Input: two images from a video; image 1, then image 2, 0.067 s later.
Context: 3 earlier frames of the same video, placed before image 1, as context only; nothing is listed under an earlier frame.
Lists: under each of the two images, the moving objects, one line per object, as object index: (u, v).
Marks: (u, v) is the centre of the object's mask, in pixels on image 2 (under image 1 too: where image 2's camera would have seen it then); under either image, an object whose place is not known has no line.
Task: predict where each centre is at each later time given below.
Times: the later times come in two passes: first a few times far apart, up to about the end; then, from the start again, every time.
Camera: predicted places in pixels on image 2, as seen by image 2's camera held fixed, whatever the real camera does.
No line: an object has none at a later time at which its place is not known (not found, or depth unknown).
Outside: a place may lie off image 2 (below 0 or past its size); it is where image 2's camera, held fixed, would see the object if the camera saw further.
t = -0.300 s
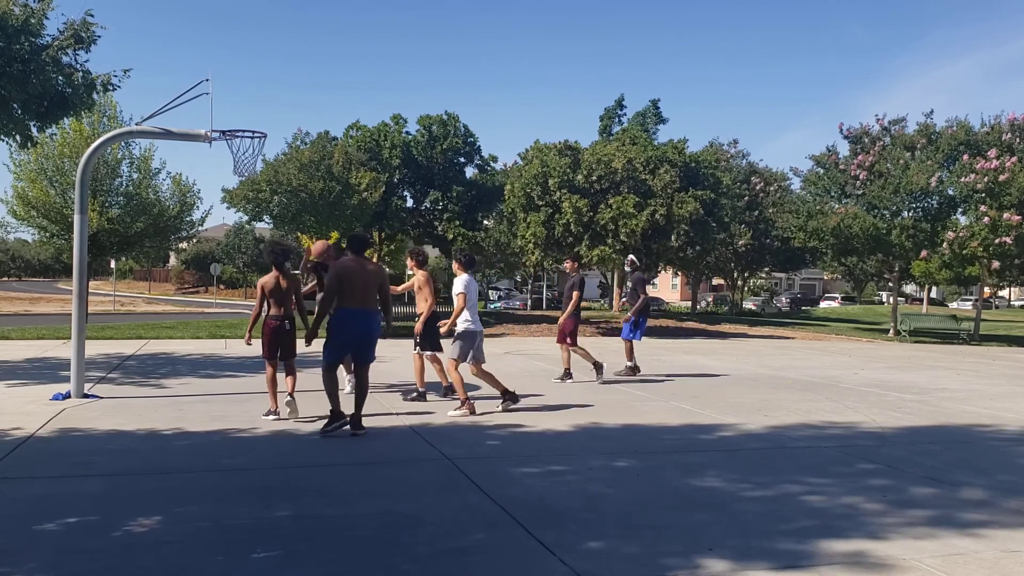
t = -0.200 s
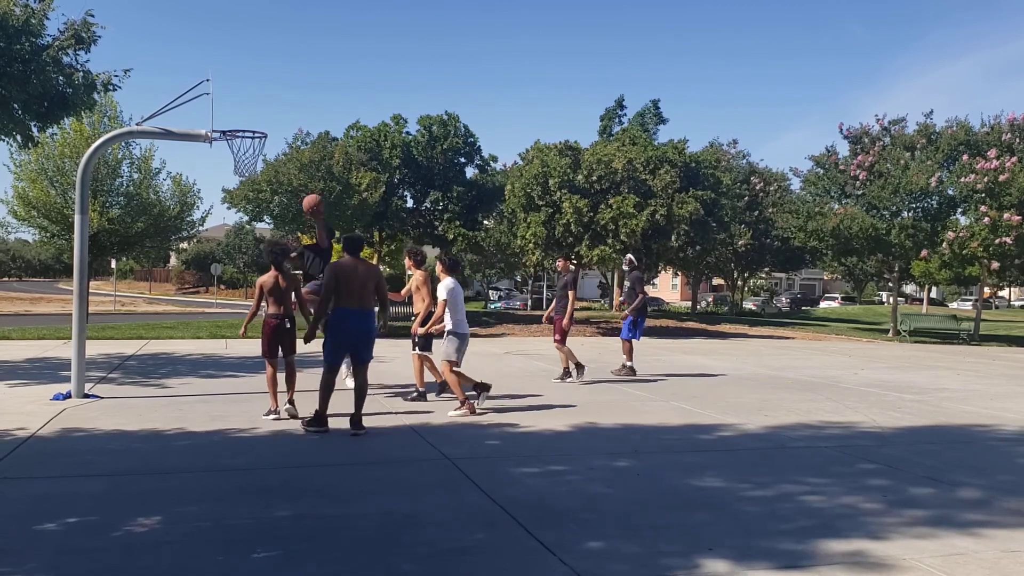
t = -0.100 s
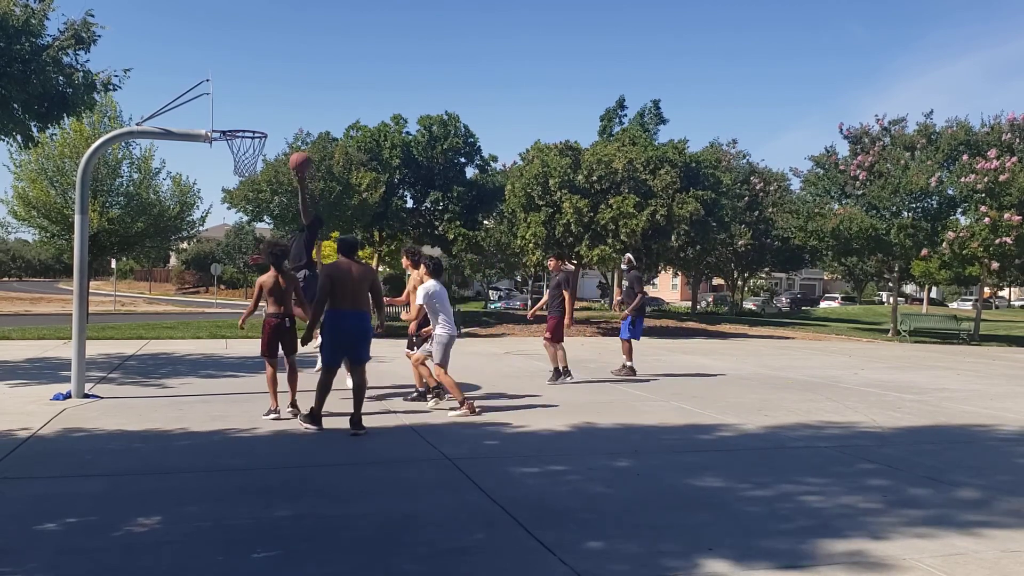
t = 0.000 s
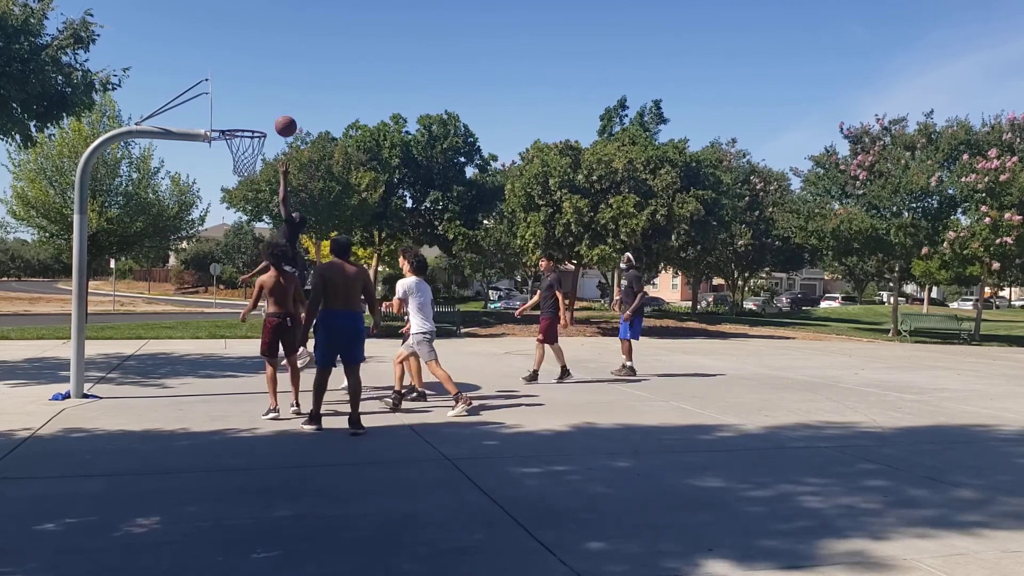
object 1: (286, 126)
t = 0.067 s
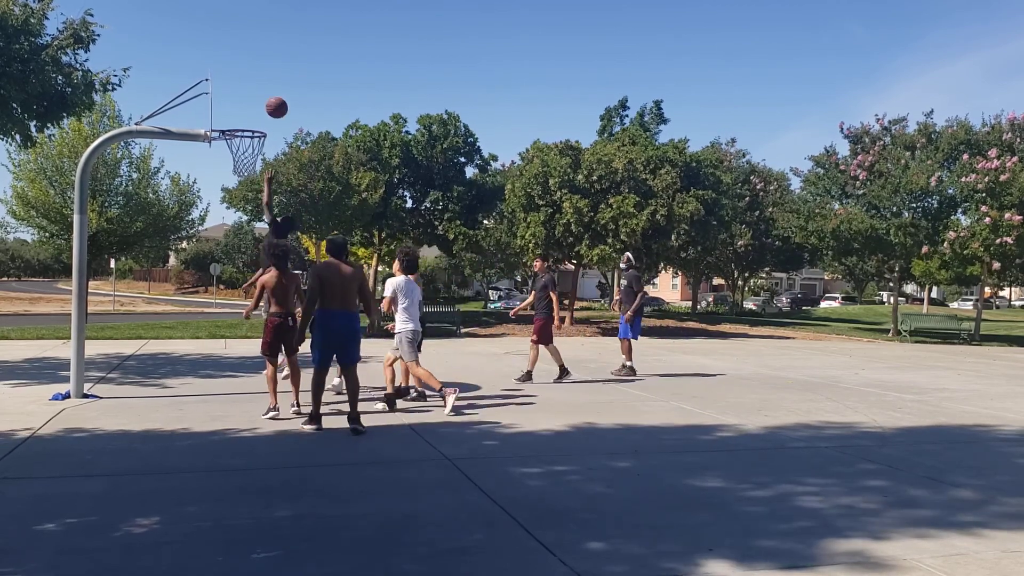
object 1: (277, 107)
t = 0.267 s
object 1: (249, 75)
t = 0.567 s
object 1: (228, 90)
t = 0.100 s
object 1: (272, 100)
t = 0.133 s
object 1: (267, 93)
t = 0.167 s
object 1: (263, 87)
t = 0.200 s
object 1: (258, 82)
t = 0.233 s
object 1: (254, 78)
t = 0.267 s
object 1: (249, 75)
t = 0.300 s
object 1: (245, 74)
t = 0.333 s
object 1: (240, 73)
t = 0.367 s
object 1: (236, 73)
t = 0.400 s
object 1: (232, 74)
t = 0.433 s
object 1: (227, 76)
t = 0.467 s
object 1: (223, 79)
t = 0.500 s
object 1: (221, 82)
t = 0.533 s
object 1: (225, 85)
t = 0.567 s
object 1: (228, 90)
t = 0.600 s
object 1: (231, 95)
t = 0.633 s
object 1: (235, 101)
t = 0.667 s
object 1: (238, 108)
